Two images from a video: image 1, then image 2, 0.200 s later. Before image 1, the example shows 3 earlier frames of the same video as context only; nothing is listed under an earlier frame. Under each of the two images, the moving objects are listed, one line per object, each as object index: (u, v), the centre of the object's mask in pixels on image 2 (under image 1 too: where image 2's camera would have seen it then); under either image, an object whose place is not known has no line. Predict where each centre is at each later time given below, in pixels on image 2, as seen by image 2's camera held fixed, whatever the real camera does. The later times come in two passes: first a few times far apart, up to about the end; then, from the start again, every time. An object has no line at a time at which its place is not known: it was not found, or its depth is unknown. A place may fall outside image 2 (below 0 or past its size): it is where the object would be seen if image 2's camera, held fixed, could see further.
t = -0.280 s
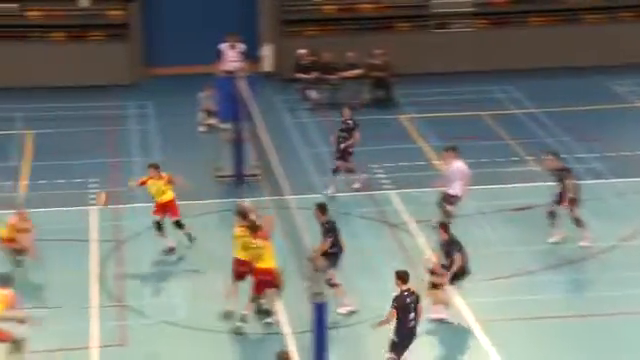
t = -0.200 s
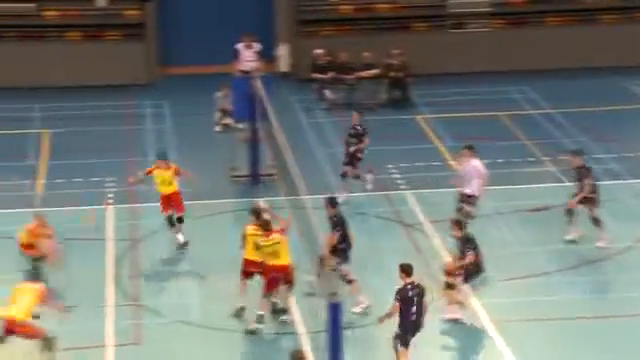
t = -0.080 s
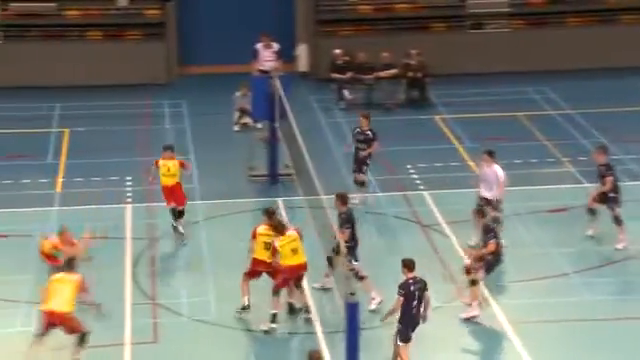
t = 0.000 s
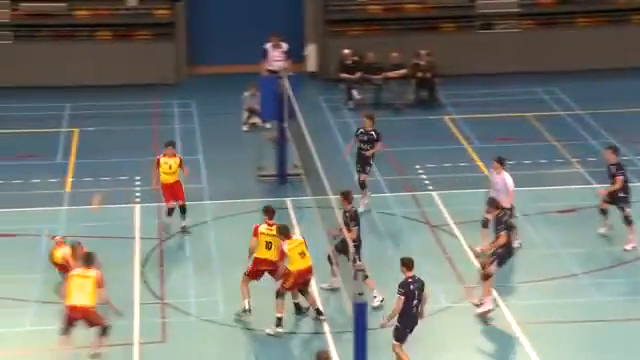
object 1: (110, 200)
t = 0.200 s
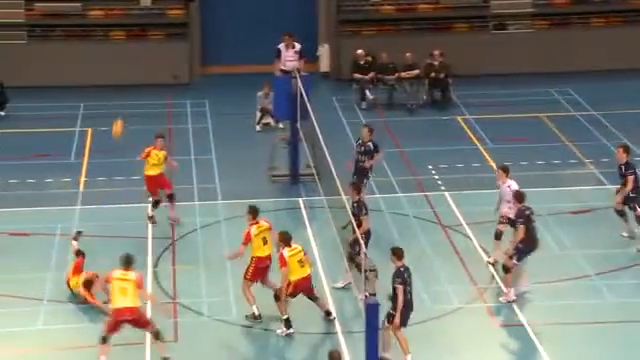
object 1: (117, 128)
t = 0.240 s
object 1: (120, 115)
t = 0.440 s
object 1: (128, 62)
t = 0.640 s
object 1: (137, 33)
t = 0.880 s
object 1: (149, 28)
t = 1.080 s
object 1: (161, 53)
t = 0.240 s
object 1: (120, 115)
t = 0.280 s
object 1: (120, 104)
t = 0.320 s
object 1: (122, 90)
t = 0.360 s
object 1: (124, 81)
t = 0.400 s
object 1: (126, 72)
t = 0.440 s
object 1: (128, 62)
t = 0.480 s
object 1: (129, 55)
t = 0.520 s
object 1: (131, 48)
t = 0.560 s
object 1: (133, 42)
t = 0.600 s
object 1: (135, 38)
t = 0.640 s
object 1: (137, 33)
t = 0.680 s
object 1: (139, 30)
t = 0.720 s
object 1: (141, 28)
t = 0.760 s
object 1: (142, 26)
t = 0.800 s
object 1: (145, 27)
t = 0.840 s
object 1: (147, 27)
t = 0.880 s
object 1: (149, 28)
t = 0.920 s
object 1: (150, 30)
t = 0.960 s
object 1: (154, 36)
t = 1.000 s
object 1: (156, 38)
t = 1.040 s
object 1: (158, 46)
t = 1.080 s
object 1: (161, 53)
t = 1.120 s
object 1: (163, 58)
